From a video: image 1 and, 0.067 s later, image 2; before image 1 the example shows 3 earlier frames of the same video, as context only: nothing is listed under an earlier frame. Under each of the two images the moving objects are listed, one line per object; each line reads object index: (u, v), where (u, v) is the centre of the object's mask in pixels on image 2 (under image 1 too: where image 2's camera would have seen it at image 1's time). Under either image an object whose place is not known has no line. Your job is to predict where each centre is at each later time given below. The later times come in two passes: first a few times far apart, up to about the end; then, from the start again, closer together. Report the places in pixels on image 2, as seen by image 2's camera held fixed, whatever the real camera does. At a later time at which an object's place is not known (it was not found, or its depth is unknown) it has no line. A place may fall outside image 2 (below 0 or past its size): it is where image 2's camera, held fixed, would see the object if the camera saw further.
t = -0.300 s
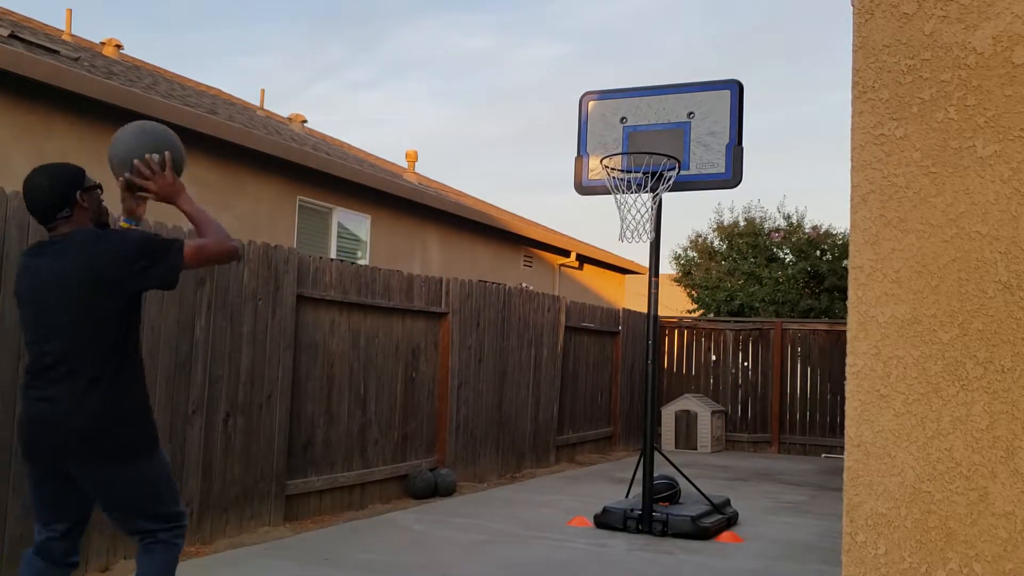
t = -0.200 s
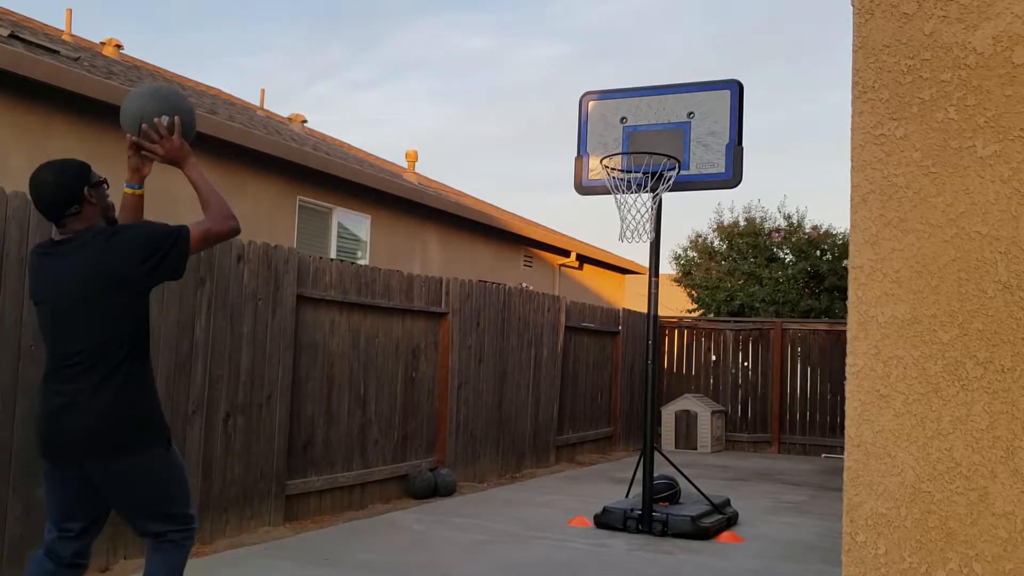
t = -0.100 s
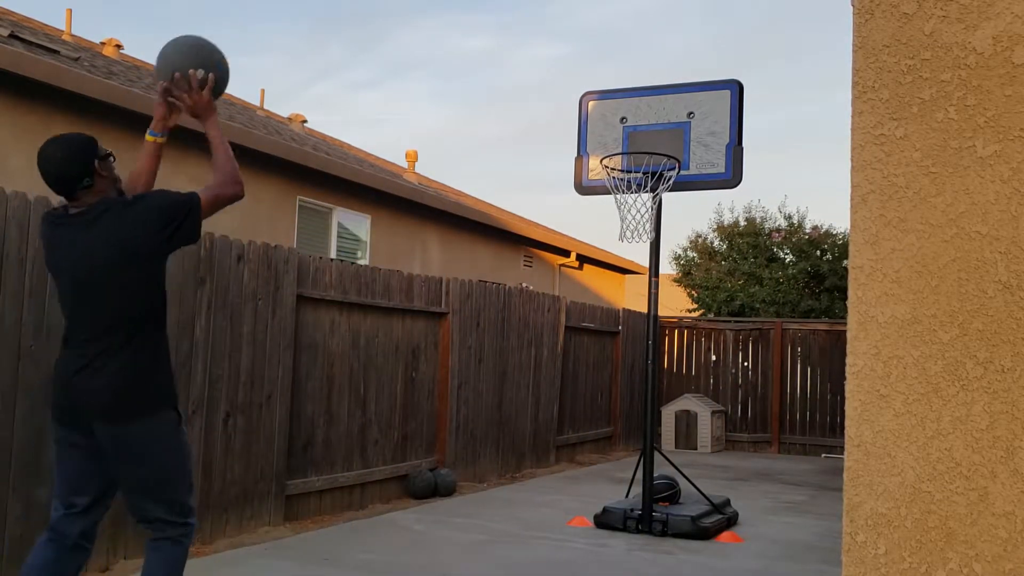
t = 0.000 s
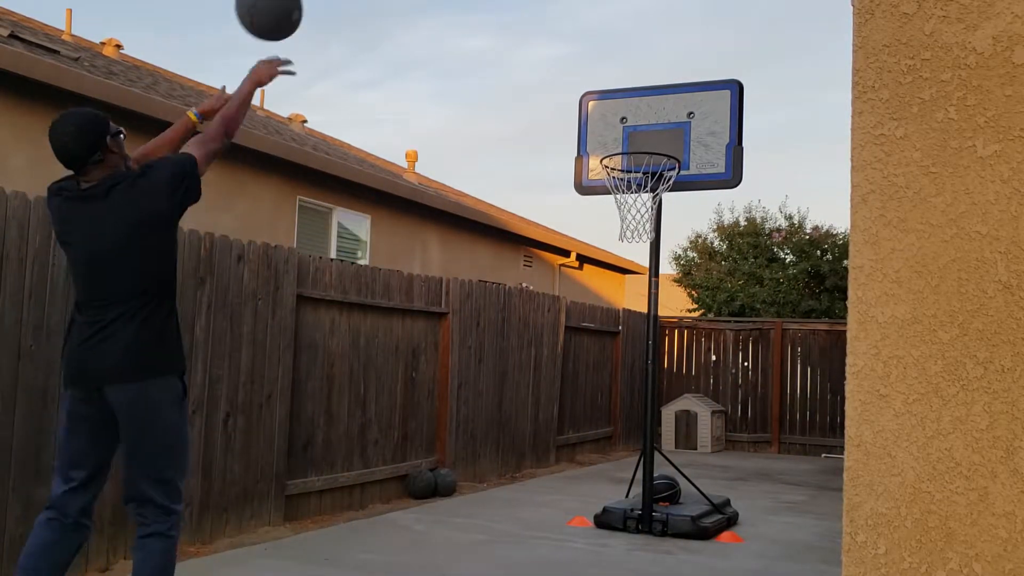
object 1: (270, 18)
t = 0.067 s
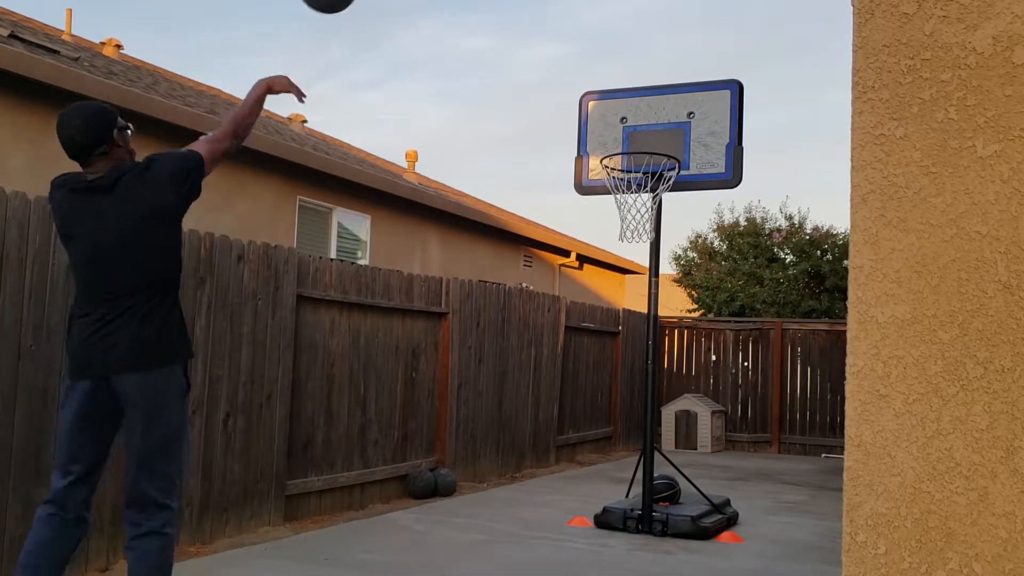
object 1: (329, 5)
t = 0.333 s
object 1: (496, 7)
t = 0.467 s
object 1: (555, 40)
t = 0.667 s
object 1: (620, 136)
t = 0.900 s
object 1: (649, 136)
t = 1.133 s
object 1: (649, 127)
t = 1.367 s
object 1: (657, 138)
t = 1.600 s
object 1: (663, 229)
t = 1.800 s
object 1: (666, 386)
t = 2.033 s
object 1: (668, 465)
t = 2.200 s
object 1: (669, 343)
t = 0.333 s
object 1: (496, 7)
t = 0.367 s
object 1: (512, 11)
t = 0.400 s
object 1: (527, 16)
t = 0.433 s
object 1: (541, 25)
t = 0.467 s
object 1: (555, 40)
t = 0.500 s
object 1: (568, 56)
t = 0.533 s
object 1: (580, 73)
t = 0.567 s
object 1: (592, 91)
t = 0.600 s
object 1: (602, 111)
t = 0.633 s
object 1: (614, 131)
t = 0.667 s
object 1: (620, 136)
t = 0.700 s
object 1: (626, 136)
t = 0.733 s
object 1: (631, 137)
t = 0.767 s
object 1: (637, 139)
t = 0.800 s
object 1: (643, 142)
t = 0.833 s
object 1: (647, 144)
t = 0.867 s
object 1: (649, 142)
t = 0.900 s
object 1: (649, 136)
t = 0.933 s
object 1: (649, 132)
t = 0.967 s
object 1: (649, 126)
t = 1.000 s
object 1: (649, 123)
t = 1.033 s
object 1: (649, 121)
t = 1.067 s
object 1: (649, 121)
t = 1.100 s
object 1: (649, 123)
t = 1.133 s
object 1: (649, 127)
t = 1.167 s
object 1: (649, 132)
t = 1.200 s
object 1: (650, 130)
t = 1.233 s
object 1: (652, 128)
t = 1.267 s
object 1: (653, 128)
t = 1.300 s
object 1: (654, 129)
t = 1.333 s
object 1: (655, 133)
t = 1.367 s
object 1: (657, 138)
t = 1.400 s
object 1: (658, 145)
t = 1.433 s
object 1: (658, 155)
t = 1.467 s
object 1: (660, 165)
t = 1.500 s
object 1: (661, 178)
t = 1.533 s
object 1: (661, 194)
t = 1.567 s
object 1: (662, 211)
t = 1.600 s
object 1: (663, 229)
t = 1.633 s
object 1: (663, 250)
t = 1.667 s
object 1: (664, 272)
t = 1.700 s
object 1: (664, 297)
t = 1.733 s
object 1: (665, 324)
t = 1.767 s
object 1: (665, 355)
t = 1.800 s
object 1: (666, 386)
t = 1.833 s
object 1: (666, 420)
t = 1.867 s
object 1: (667, 456)
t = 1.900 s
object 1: (667, 497)
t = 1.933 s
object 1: (668, 538)
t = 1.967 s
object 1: (668, 527)
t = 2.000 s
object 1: (668, 494)
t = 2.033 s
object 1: (668, 465)
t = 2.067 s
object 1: (668, 436)
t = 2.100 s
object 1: (669, 409)
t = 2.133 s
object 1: (668, 386)
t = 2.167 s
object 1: (668, 362)
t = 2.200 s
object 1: (669, 343)
